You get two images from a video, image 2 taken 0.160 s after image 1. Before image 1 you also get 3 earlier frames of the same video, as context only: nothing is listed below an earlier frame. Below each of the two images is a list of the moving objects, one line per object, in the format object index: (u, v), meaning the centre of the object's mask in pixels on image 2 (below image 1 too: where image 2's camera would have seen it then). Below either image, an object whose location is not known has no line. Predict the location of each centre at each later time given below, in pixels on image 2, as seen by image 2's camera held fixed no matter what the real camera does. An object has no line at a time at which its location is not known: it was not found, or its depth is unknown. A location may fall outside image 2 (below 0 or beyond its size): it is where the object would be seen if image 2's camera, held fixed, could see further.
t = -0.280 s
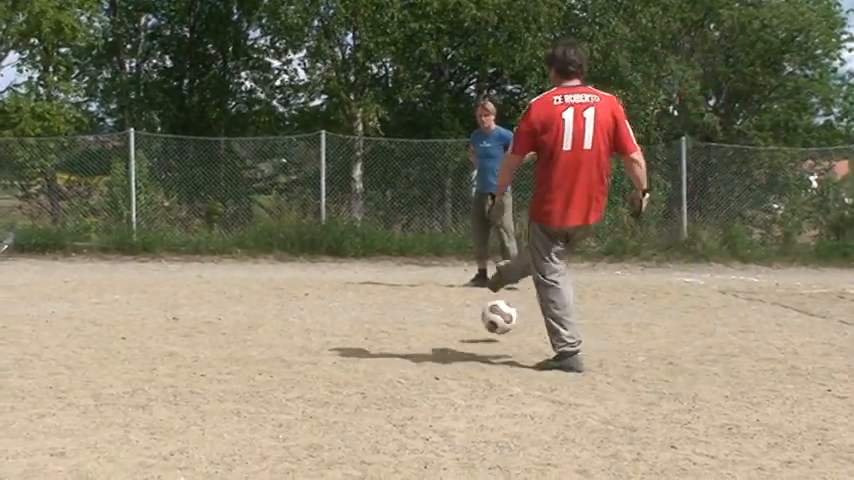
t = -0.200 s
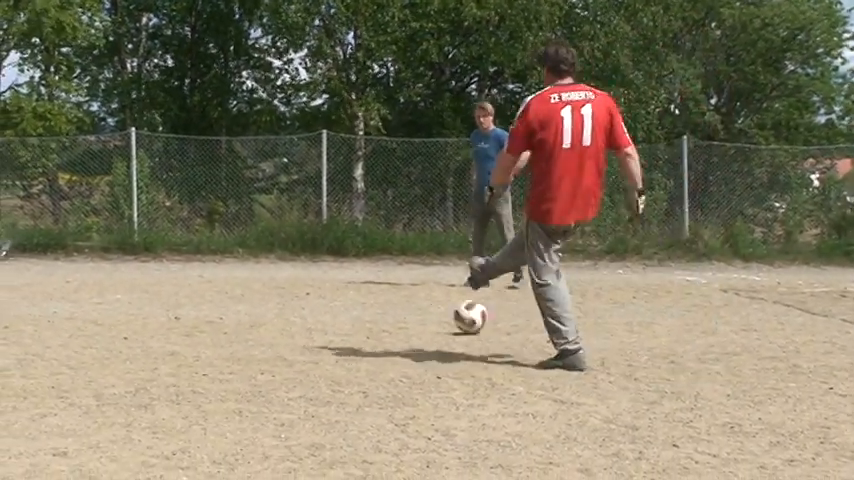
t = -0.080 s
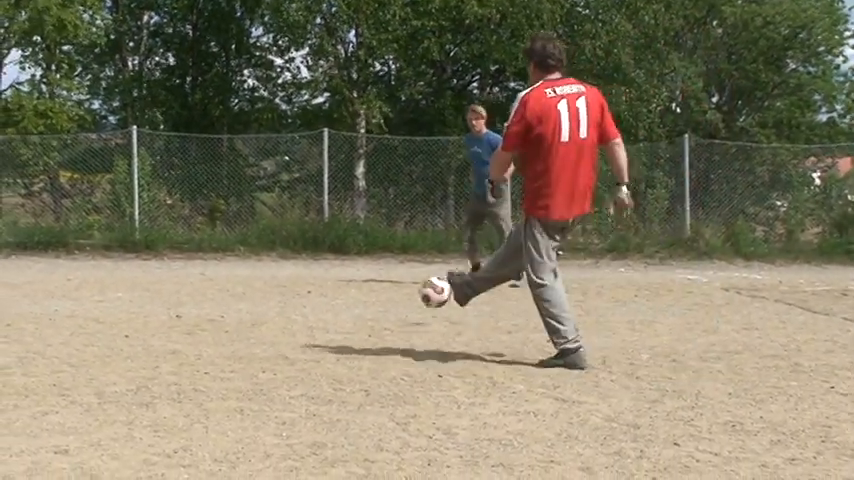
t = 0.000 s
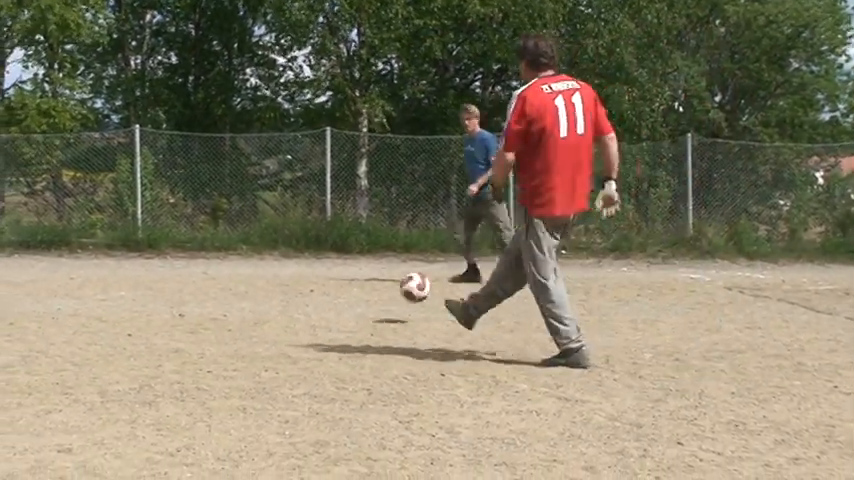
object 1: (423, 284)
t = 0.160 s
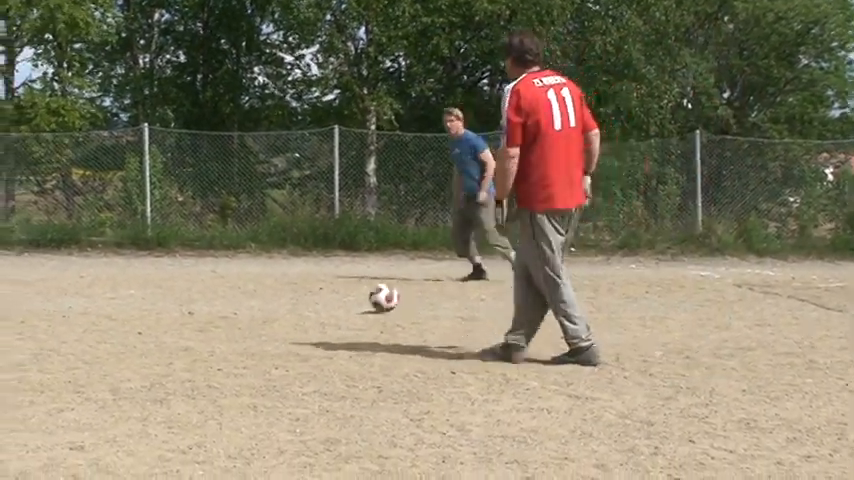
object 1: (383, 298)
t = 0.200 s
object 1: (376, 295)
